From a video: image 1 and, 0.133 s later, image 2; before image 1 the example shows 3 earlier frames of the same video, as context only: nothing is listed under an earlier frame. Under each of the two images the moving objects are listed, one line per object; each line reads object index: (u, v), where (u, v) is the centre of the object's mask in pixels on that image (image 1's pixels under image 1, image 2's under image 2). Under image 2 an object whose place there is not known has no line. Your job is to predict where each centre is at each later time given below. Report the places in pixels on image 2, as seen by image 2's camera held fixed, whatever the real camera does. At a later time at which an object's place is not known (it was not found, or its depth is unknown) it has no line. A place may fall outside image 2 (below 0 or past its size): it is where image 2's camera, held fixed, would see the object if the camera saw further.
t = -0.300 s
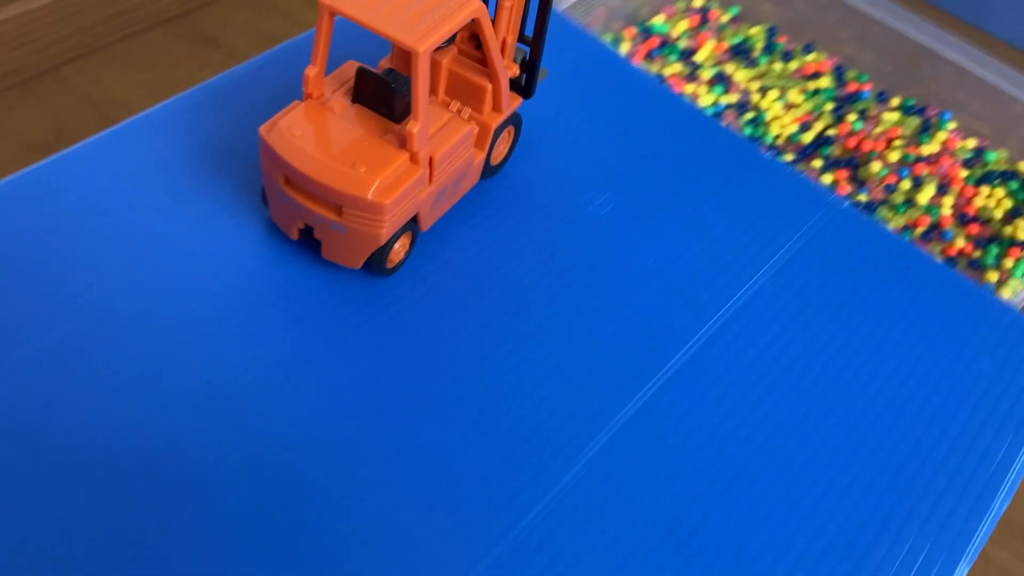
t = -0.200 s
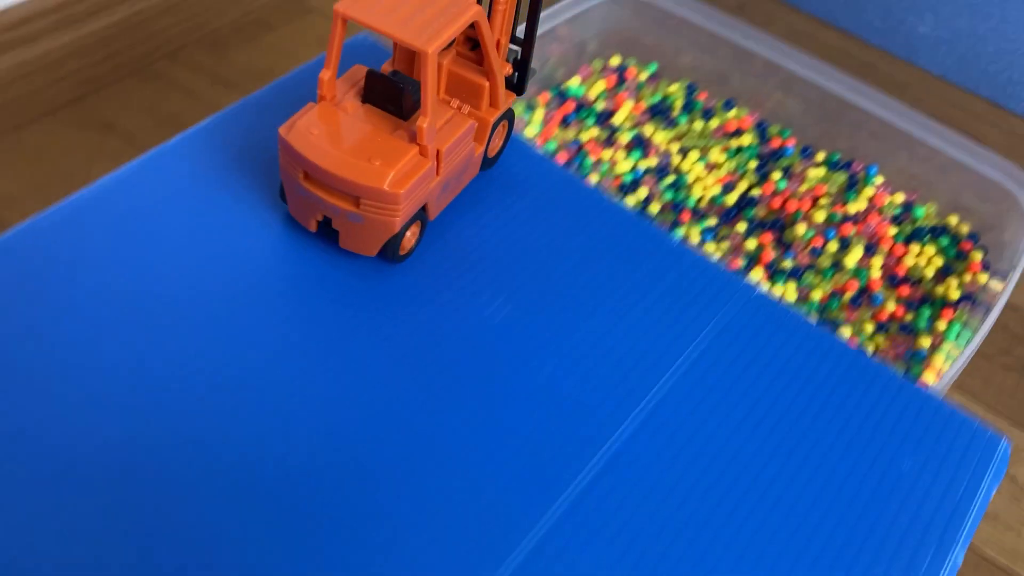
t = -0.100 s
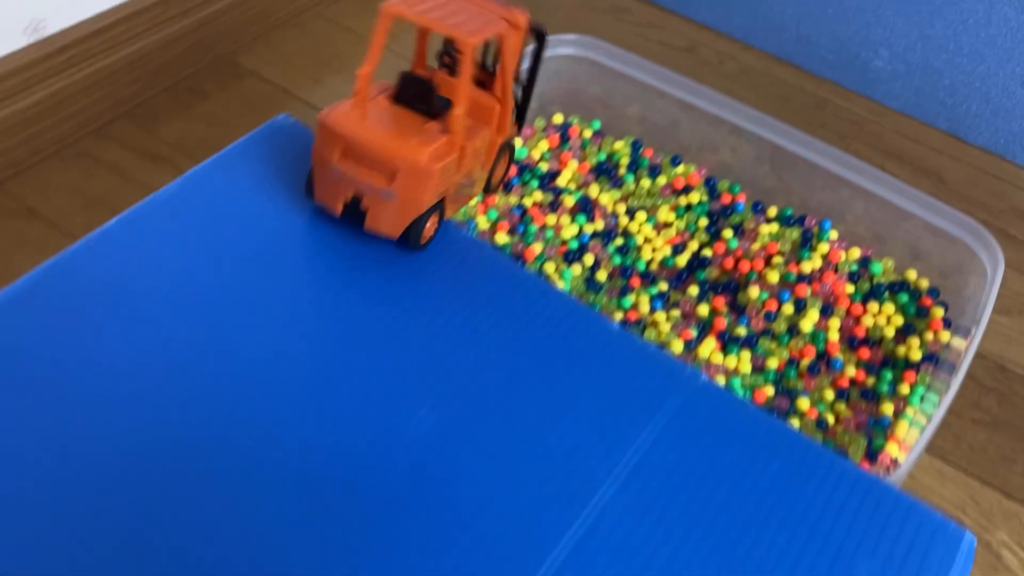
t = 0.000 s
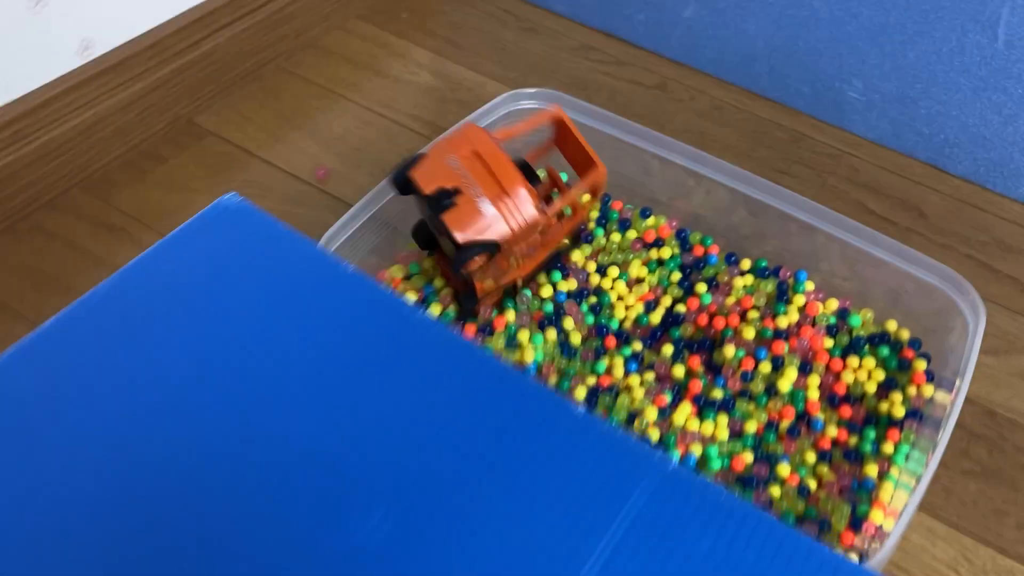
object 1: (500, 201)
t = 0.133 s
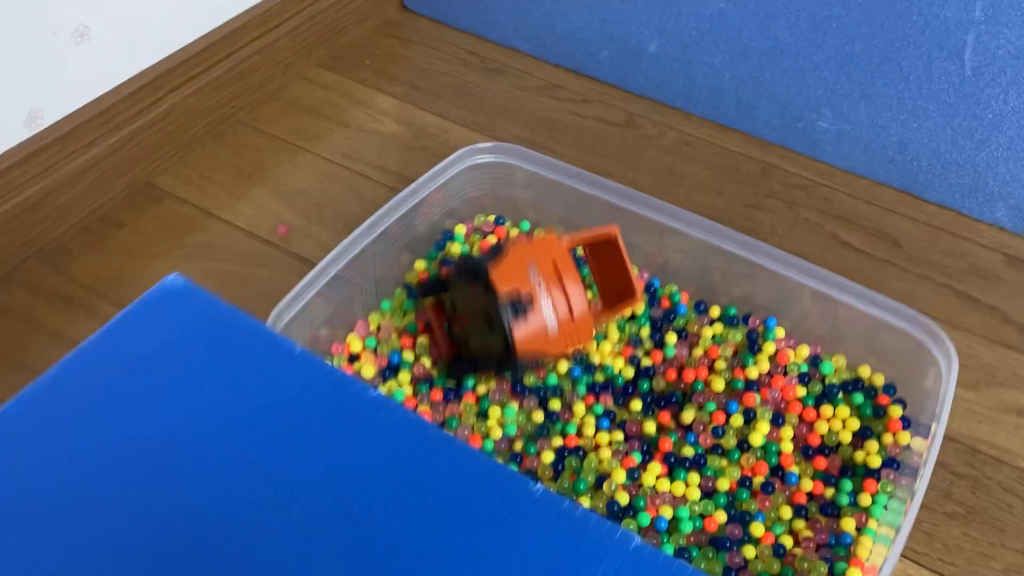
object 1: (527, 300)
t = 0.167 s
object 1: (531, 324)
